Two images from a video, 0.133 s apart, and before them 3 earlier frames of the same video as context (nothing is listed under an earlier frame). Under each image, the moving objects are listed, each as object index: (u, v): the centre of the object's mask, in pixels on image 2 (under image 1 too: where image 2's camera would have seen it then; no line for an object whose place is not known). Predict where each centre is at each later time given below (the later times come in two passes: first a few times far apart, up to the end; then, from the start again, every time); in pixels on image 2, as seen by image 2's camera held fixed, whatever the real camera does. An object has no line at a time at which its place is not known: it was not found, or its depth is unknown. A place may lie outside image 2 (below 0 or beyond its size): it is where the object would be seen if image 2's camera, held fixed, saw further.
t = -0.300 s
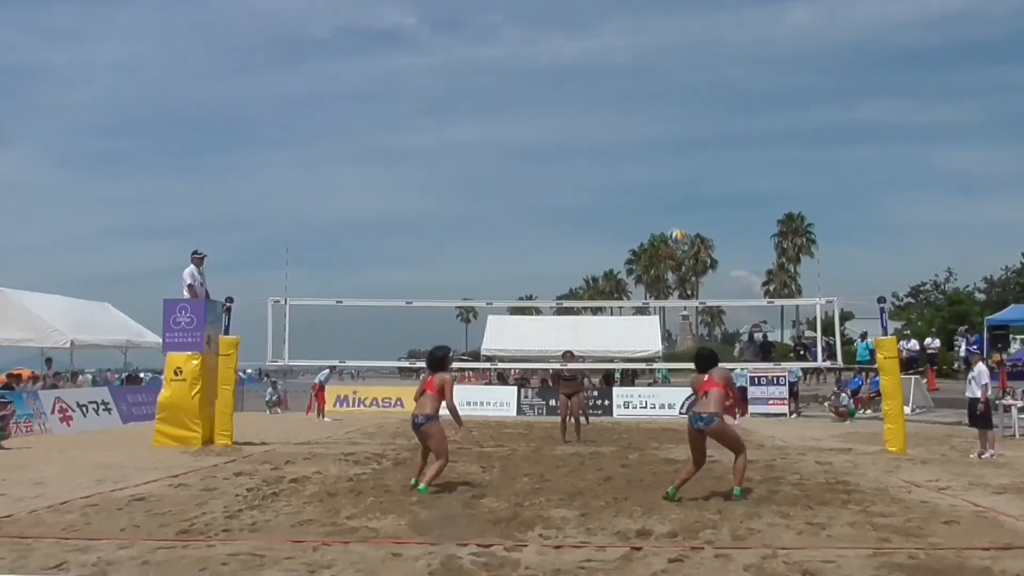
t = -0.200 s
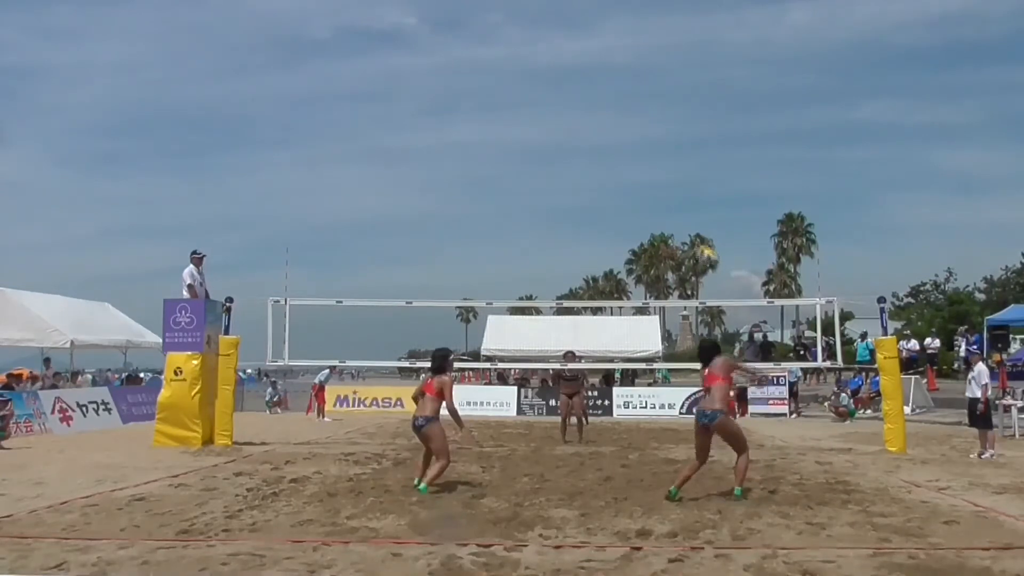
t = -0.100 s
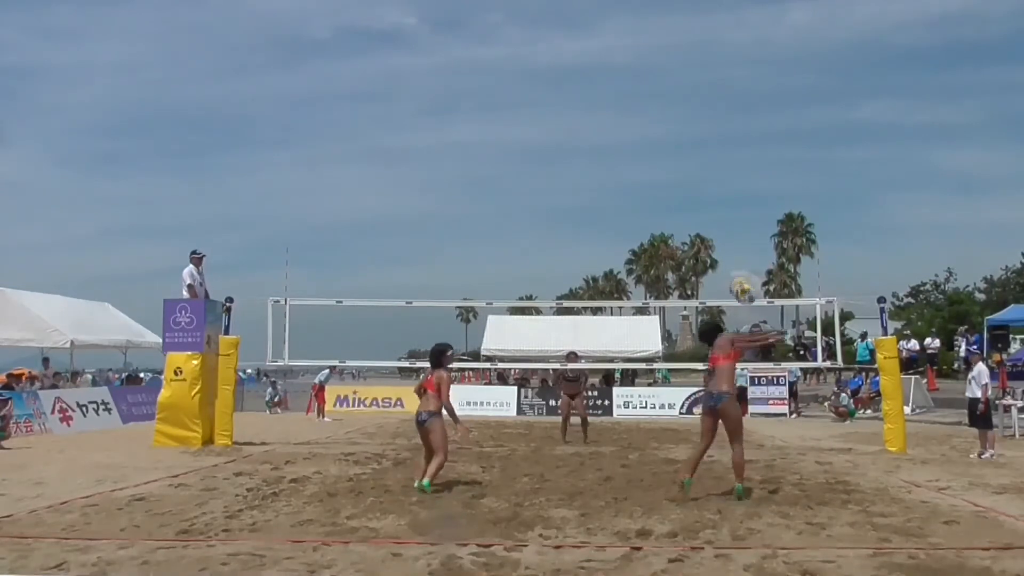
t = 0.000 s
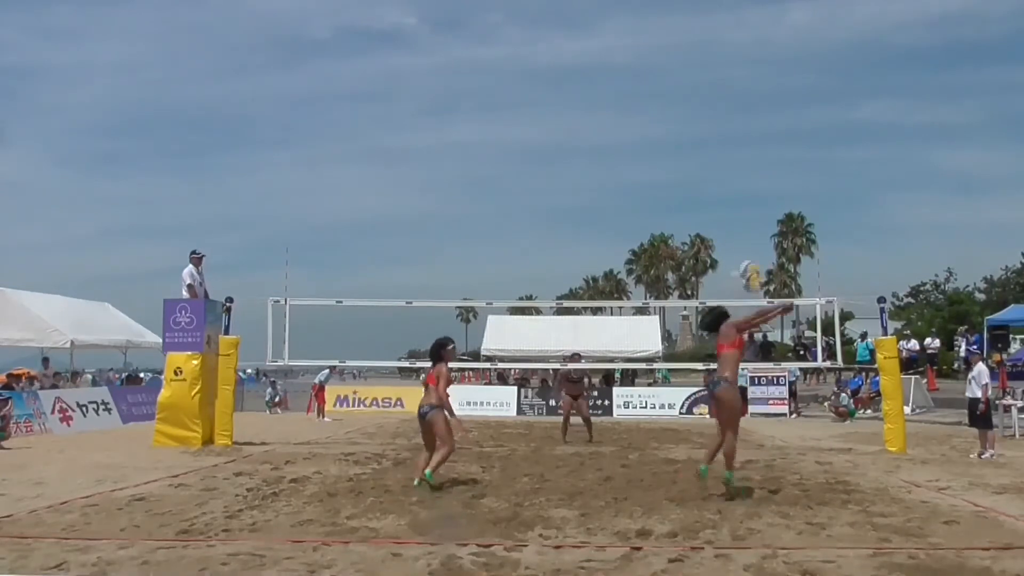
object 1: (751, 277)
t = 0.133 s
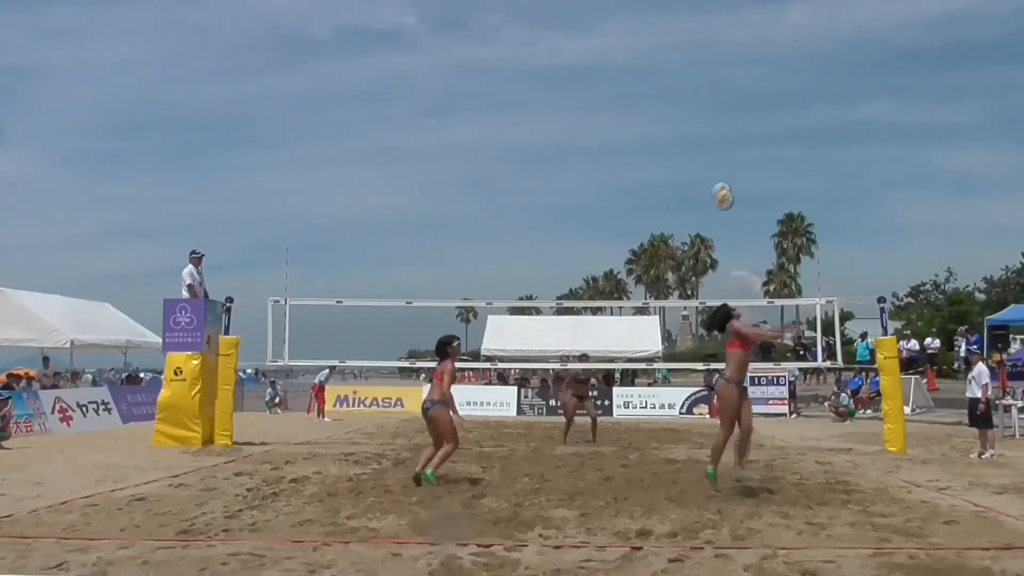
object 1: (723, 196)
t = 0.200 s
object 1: (711, 165)
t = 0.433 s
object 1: (670, 97)
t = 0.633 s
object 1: (642, 82)
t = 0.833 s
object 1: (617, 100)
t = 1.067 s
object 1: (592, 157)
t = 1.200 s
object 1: (580, 205)
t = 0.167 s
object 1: (717, 180)
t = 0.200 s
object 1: (711, 165)
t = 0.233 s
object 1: (704, 151)
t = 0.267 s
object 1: (699, 139)
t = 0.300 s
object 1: (692, 128)
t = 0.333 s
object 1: (687, 119)
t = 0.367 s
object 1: (682, 110)
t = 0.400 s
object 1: (676, 103)
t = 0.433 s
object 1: (670, 97)
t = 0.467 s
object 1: (666, 92)
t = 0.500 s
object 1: (660, 88)
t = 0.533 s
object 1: (656, 85)
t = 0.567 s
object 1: (652, 83)
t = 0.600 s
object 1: (647, 82)
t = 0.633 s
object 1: (642, 82)
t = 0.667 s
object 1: (638, 83)
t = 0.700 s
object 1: (634, 85)
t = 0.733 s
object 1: (630, 87)
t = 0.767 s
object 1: (625, 90)
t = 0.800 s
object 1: (621, 94)
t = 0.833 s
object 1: (617, 100)
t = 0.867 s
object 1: (613, 106)
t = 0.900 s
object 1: (610, 112)
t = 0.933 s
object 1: (606, 120)
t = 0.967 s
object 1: (602, 128)
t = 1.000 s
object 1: (599, 137)
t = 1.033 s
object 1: (596, 147)
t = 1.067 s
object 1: (592, 157)
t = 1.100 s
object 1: (589, 168)
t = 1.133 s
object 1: (586, 180)
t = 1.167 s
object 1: (583, 193)
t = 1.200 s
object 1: (580, 205)
